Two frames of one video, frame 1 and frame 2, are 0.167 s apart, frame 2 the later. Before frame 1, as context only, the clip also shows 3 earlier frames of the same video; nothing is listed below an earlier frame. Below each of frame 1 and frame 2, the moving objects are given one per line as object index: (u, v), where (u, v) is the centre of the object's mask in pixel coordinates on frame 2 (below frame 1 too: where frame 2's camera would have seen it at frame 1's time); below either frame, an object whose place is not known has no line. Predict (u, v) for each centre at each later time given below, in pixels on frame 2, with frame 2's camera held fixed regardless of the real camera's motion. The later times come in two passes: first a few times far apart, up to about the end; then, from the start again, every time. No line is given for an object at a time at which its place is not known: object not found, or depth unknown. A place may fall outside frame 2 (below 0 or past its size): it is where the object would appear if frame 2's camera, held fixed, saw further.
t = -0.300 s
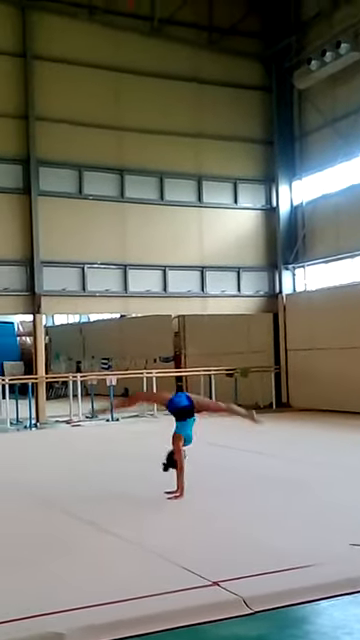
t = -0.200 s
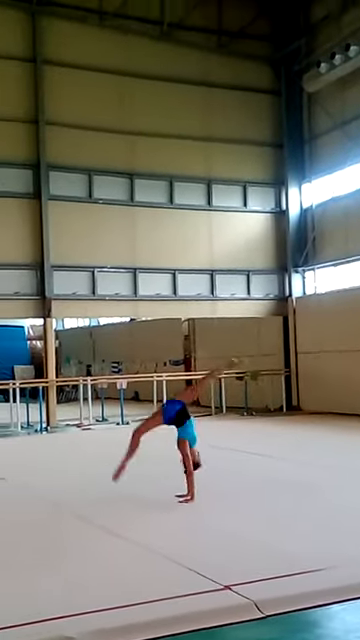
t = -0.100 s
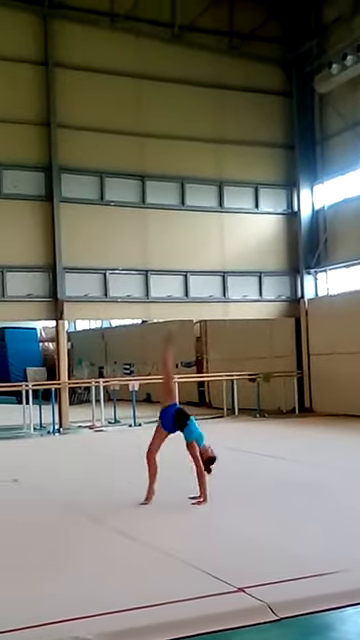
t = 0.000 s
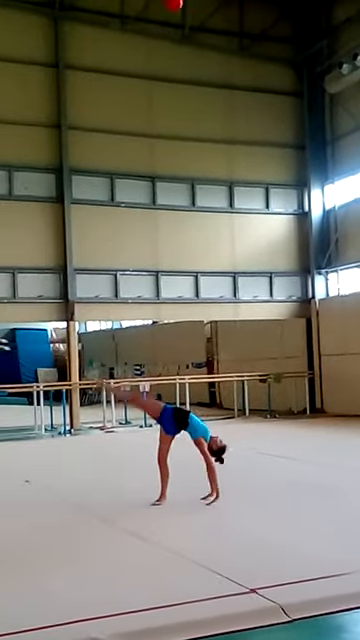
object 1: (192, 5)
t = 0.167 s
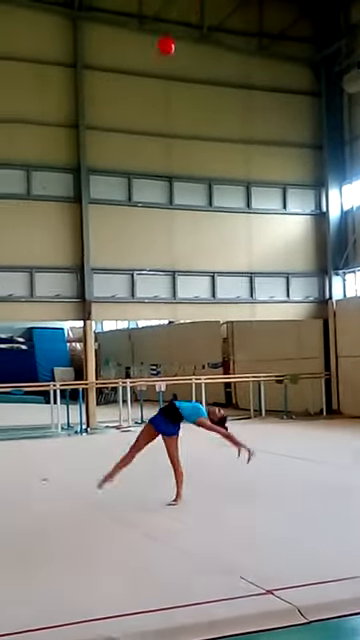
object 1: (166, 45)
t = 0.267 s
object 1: (152, 82)
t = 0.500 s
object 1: (116, 203)
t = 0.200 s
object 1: (161, 57)
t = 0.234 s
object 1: (156, 71)
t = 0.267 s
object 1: (152, 82)
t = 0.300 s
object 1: (146, 97)
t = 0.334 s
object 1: (142, 112)
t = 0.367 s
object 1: (136, 129)
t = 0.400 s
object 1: (131, 146)
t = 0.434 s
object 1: (126, 164)
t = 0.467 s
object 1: (122, 182)
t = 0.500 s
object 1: (116, 203)
